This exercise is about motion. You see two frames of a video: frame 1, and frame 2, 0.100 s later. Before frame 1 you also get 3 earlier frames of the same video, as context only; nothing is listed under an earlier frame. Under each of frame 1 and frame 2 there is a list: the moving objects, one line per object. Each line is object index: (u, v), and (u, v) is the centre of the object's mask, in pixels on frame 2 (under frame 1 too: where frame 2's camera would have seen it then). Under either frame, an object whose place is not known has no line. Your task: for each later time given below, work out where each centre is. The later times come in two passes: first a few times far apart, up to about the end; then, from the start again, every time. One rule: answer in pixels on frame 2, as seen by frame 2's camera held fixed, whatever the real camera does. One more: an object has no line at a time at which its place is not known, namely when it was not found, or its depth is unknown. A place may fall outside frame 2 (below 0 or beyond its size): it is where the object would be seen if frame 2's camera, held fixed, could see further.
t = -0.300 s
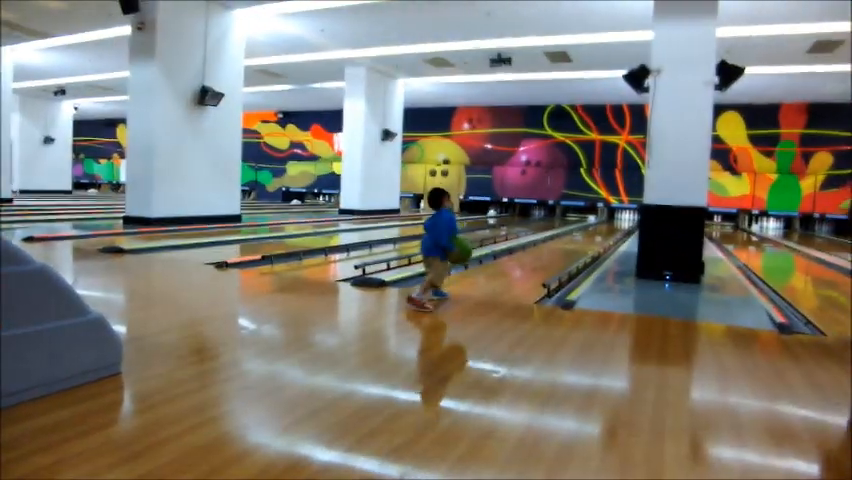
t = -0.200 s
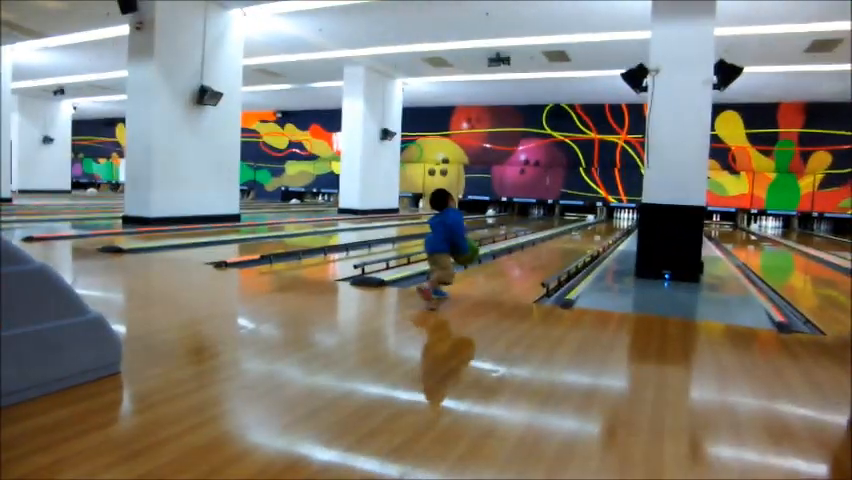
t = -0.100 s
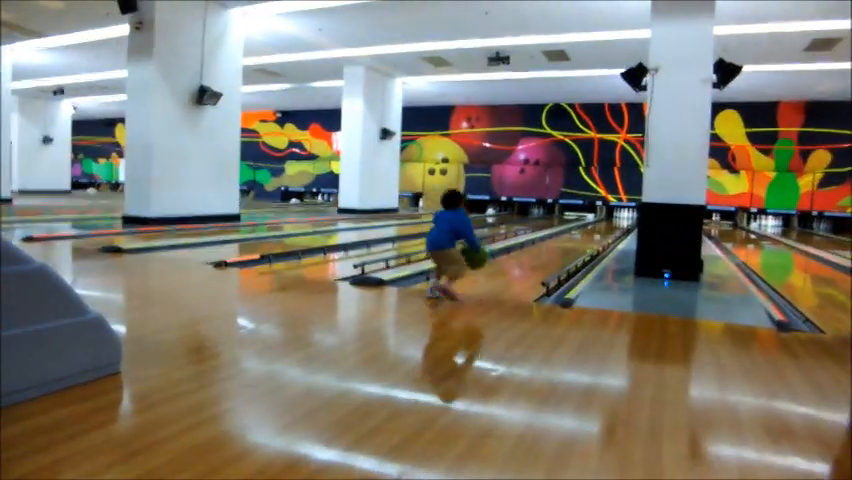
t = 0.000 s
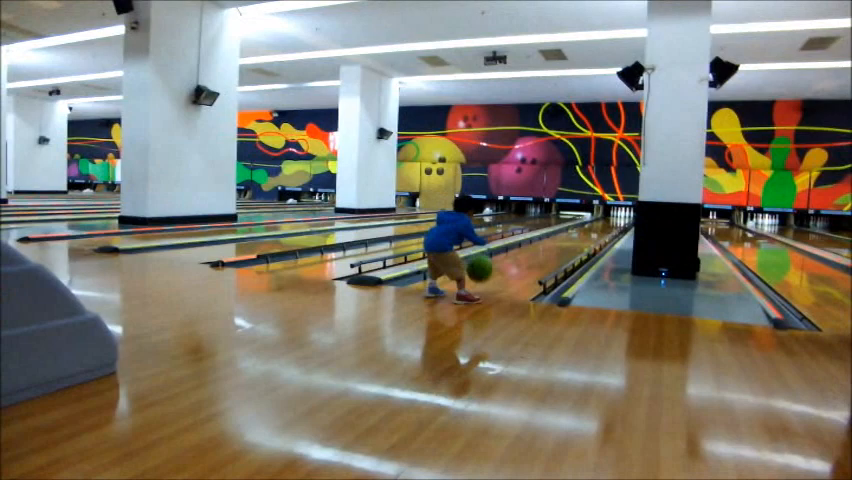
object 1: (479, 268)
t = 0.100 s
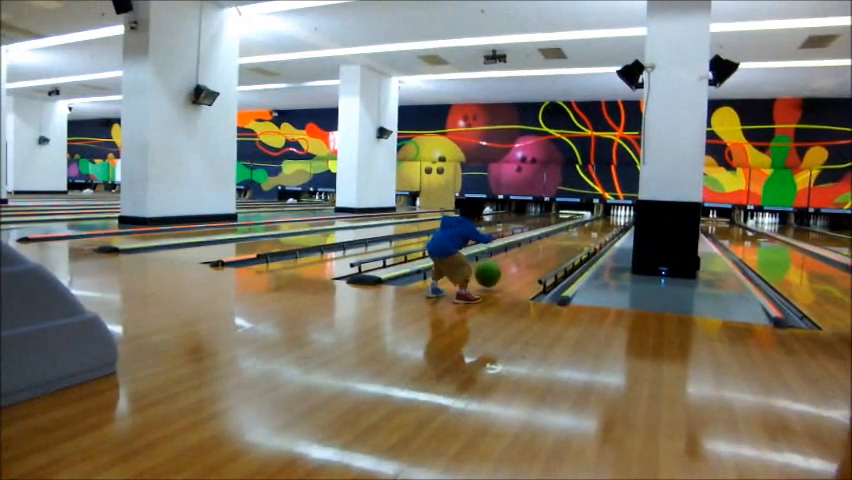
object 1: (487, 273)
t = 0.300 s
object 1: (502, 274)
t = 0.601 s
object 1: (524, 269)
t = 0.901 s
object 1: (542, 265)
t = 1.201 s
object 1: (554, 261)
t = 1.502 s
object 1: (558, 258)
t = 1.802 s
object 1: (561, 255)
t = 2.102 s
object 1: (564, 252)
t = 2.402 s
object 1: (566, 249)
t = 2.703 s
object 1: (569, 247)
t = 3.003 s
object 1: (571, 245)
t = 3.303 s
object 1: (574, 243)
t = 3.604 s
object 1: (575, 240)
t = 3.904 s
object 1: (578, 239)
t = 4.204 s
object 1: (580, 237)
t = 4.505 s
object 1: (582, 235)
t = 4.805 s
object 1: (584, 234)
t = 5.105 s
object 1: (585, 233)
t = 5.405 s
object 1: (587, 232)
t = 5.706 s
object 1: (589, 230)
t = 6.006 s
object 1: (591, 230)
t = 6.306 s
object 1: (592, 229)
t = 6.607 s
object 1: (593, 228)
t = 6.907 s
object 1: (595, 227)
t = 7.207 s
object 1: (597, 226)
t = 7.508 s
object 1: (598, 225)
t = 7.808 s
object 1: (599, 225)
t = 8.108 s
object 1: (600, 224)
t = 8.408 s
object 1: (603, 223)
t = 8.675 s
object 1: (605, 223)
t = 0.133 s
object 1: (490, 272)
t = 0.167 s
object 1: (493, 273)
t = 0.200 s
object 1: (495, 275)
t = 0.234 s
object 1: (498, 274)
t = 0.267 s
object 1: (500, 274)
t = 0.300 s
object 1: (502, 274)
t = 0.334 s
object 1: (505, 273)
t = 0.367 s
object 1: (508, 272)
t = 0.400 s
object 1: (510, 271)
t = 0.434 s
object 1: (513, 271)
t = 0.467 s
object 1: (515, 271)
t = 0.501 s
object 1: (517, 271)
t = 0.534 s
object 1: (520, 270)
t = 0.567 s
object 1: (522, 269)
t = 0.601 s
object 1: (524, 269)
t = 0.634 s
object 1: (526, 269)
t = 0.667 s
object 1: (528, 268)
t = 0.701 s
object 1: (530, 268)
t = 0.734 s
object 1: (532, 268)
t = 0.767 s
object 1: (534, 267)
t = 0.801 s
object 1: (536, 267)
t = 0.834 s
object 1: (538, 266)
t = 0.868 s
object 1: (540, 265)
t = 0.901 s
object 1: (542, 265)
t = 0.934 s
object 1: (544, 264)
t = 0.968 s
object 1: (546, 264)
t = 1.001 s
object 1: (547, 263)
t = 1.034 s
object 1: (549, 263)
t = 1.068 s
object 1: (551, 262)
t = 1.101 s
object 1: (553, 261)
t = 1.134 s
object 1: (554, 261)
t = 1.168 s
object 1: (554, 261)
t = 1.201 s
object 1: (554, 261)
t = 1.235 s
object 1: (555, 260)
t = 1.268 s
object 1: (555, 259)
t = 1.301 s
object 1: (555, 259)
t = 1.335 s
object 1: (556, 259)
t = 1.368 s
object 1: (556, 259)
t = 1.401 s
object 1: (557, 258)
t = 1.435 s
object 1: (557, 258)
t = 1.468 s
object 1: (557, 258)
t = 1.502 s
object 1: (558, 258)
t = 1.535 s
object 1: (558, 257)
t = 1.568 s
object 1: (558, 257)
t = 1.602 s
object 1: (558, 257)
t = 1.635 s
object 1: (559, 257)
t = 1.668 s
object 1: (559, 256)
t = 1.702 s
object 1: (560, 256)
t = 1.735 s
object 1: (560, 256)
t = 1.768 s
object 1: (561, 255)
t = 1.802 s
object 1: (561, 255)
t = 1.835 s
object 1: (561, 255)
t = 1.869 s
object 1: (561, 255)
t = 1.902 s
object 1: (562, 254)
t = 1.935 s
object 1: (562, 254)
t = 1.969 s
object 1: (562, 254)
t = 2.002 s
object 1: (563, 253)
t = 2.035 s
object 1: (563, 252)
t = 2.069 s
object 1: (563, 252)
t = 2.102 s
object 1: (564, 252)
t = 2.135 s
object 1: (564, 251)
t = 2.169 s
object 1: (564, 251)
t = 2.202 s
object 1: (565, 251)
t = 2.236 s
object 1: (565, 251)
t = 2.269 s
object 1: (565, 250)
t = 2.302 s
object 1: (566, 250)
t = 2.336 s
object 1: (566, 250)
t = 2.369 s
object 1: (566, 250)
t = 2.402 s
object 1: (566, 249)
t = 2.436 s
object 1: (566, 249)
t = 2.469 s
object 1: (567, 249)
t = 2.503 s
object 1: (567, 249)
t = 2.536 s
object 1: (567, 248)
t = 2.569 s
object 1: (568, 248)
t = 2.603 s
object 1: (568, 248)
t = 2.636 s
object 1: (568, 247)
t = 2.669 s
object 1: (568, 247)
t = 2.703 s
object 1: (569, 247)
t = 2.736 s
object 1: (569, 247)
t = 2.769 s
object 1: (569, 247)
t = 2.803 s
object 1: (570, 247)
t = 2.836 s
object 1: (570, 246)
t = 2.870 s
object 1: (570, 246)
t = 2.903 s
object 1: (570, 246)
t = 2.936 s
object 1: (571, 246)
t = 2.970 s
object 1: (571, 245)
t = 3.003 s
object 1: (571, 245)
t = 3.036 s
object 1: (572, 245)
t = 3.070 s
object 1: (572, 244)
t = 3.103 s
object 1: (572, 244)
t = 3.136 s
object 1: (573, 244)
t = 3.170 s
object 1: (573, 243)
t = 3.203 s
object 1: (573, 243)
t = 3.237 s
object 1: (573, 243)
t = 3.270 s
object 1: (573, 243)
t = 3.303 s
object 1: (574, 243)
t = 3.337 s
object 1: (574, 243)
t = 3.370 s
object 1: (574, 242)
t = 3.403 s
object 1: (574, 242)
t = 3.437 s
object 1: (574, 242)
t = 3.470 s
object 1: (575, 241)
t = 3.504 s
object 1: (575, 241)
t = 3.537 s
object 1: (575, 241)
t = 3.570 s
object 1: (575, 241)
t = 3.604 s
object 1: (575, 240)
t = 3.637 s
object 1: (576, 240)
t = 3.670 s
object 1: (576, 240)
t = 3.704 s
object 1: (576, 240)
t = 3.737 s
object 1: (576, 239)
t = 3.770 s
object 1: (576, 239)
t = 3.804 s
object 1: (577, 239)
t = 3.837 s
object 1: (577, 239)
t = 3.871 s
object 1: (577, 239)
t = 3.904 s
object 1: (578, 239)
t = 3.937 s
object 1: (578, 238)
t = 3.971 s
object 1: (578, 238)
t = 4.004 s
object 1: (579, 238)
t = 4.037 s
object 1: (579, 238)
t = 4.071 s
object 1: (579, 237)
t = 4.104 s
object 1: (579, 237)
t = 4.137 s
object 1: (580, 237)
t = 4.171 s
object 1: (580, 237)
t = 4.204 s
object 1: (580, 237)
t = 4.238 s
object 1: (580, 237)
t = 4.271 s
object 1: (581, 236)
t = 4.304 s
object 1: (581, 236)
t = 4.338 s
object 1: (581, 236)
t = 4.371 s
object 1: (581, 236)
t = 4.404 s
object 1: (581, 236)
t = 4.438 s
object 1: (582, 236)
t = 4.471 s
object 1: (582, 235)
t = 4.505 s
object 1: (582, 235)
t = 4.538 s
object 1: (583, 235)
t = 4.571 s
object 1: (583, 235)
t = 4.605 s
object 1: (583, 235)
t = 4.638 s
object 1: (583, 235)
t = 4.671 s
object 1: (584, 234)
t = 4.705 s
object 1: (584, 235)
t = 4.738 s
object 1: (584, 234)
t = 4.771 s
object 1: (584, 234)
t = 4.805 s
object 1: (584, 234)
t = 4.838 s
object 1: (584, 234)
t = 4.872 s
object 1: (584, 234)
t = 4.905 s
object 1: (584, 234)
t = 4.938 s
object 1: (585, 233)
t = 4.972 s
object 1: (585, 234)
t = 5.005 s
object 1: (585, 233)
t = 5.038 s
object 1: (585, 233)
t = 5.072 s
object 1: (585, 233)
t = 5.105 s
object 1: (585, 233)
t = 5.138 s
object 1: (585, 233)
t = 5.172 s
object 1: (586, 233)
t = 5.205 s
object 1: (586, 233)
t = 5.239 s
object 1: (586, 232)
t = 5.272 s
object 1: (587, 232)
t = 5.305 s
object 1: (587, 232)
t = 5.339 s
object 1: (587, 232)
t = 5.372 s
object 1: (587, 232)
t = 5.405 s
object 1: (587, 232)
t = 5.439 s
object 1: (588, 231)
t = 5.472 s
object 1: (588, 231)
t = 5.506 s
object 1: (588, 231)
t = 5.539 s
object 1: (588, 231)
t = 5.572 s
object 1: (589, 231)
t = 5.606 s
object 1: (588, 231)
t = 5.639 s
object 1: (589, 231)
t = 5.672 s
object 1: (589, 230)
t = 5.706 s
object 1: (589, 230)
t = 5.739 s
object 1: (589, 230)
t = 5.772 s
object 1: (589, 230)
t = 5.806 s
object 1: (589, 230)
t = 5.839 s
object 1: (590, 230)
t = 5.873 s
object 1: (590, 230)
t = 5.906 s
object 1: (590, 230)
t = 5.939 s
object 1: (590, 230)
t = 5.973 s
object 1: (590, 230)
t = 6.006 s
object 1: (591, 230)
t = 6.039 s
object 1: (591, 229)
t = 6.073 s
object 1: (591, 229)
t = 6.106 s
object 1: (591, 229)
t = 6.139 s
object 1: (591, 229)
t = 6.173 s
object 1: (592, 229)
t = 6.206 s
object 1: (591, 229)
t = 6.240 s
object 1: (592, 229)
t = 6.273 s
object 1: (592, 229)
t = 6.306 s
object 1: (592, 229)
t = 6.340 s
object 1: (592, 229)
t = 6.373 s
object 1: (592, 228)
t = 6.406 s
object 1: (592, 228)
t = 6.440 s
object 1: (593, 228)
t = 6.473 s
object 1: (593, 228)
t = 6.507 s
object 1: (593, 228)
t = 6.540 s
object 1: (593, 228)
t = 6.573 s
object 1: (593, 228)
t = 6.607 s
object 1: (593, 228)
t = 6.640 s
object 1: (594, 228)
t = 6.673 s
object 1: (594, 227)
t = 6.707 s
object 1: (594, 227)
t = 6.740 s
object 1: (594, 227)
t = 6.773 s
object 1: (595, 227)
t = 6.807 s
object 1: (595, 227)
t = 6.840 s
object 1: (595, 227)
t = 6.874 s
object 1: (595, 227)
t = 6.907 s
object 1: (595, 227)
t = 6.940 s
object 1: (596, 227)
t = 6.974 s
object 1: (596, 227)
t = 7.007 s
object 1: (596, 227)
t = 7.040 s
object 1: (596, 227)
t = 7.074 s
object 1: (596, 227)
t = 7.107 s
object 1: (596, 227)
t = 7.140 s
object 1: (596, 226)
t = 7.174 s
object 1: (596, 227)
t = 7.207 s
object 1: (597, 226)
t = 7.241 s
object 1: (597, 226)
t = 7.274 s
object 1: (597, 226)
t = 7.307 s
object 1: (597, 226)
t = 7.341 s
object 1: (597, 226)
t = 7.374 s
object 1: (597, 226)
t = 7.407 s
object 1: (598, 226)
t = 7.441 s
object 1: (598, 226)
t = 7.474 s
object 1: (598, 226)
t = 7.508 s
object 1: (598, 225)
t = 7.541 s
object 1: (599, 225)
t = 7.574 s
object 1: (599, 225)
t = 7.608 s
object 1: (599, 225)
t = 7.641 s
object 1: (599, 225)
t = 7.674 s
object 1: (599, 225)
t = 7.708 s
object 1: (599, 225)
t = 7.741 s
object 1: (599, 225)
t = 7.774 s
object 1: (599, 225)
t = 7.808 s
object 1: (599, 225)
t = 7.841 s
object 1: (599, 225)
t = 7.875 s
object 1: (600, 225)
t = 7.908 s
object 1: (600, 224)
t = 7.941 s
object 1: (600, 224)
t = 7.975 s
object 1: (600, 224)
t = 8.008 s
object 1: (601, 224)
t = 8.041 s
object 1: (601, 224)
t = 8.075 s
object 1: (600, 224)
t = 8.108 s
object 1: (600, 224)
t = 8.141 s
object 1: (601, 224)
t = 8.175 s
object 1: (602, 224)
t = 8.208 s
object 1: (601, 224)
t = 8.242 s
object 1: (602, 224)
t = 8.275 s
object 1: (602, 224)
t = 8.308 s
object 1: (602, 224)
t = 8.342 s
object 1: (603, 224)
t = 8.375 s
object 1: (603, 224)
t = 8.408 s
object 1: (603, 223)
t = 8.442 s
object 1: (603, 223)
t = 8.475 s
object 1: (603, 223)
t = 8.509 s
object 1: (604, 223)
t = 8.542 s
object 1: (604, 223)
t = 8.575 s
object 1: (604, 223)
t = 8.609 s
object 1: (604, 223)
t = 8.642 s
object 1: (604, 223)
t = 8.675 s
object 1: (605, 223)
